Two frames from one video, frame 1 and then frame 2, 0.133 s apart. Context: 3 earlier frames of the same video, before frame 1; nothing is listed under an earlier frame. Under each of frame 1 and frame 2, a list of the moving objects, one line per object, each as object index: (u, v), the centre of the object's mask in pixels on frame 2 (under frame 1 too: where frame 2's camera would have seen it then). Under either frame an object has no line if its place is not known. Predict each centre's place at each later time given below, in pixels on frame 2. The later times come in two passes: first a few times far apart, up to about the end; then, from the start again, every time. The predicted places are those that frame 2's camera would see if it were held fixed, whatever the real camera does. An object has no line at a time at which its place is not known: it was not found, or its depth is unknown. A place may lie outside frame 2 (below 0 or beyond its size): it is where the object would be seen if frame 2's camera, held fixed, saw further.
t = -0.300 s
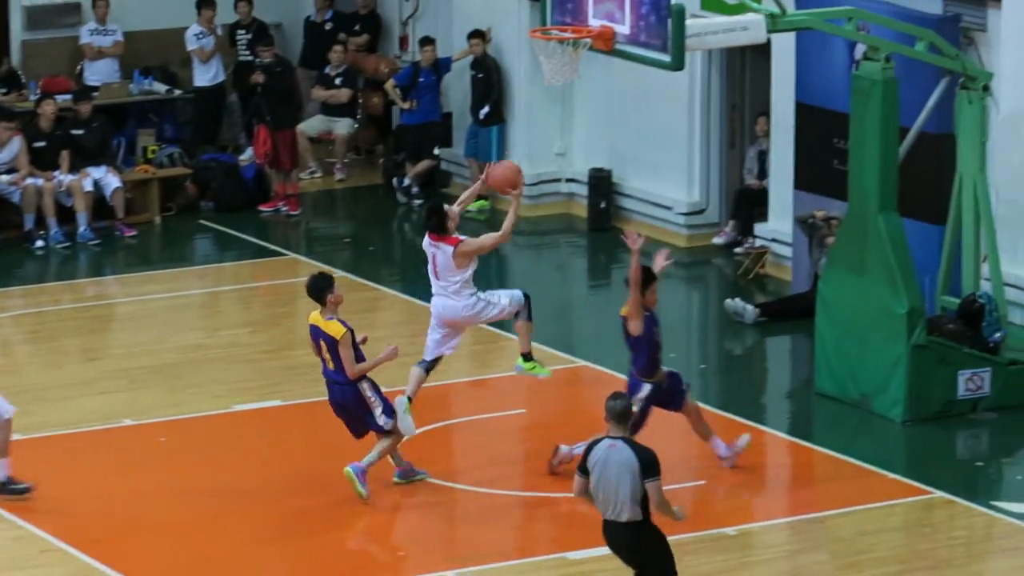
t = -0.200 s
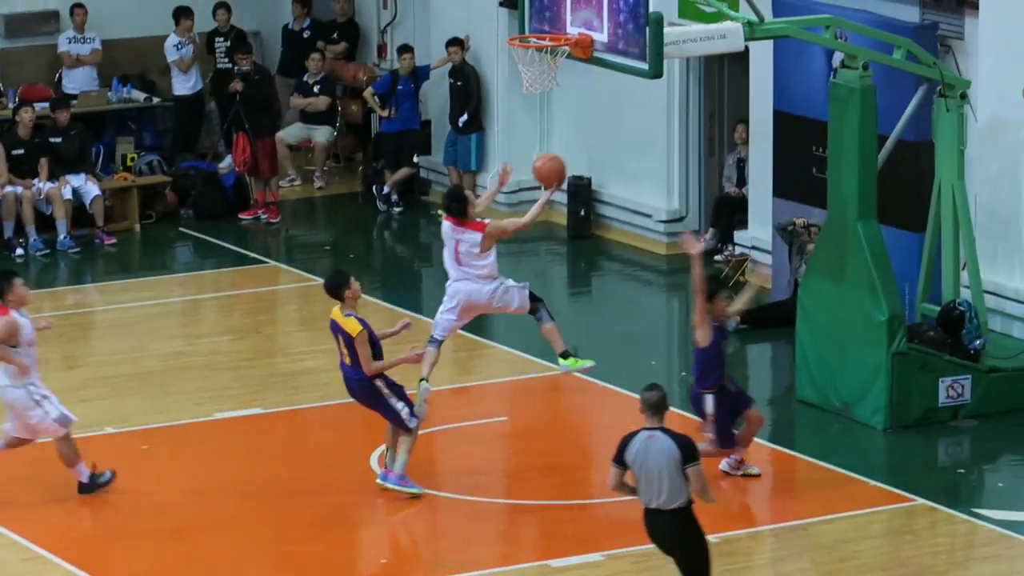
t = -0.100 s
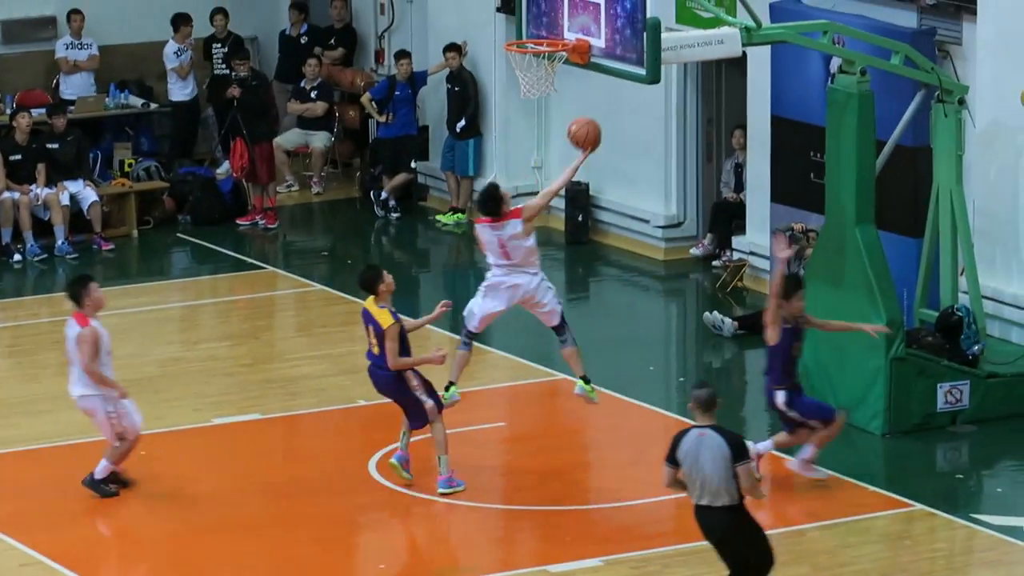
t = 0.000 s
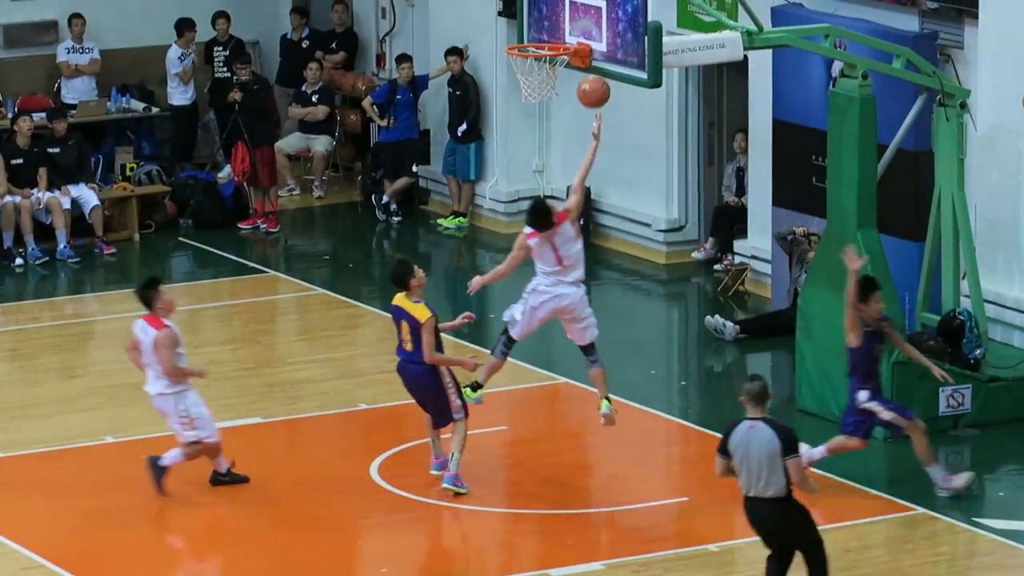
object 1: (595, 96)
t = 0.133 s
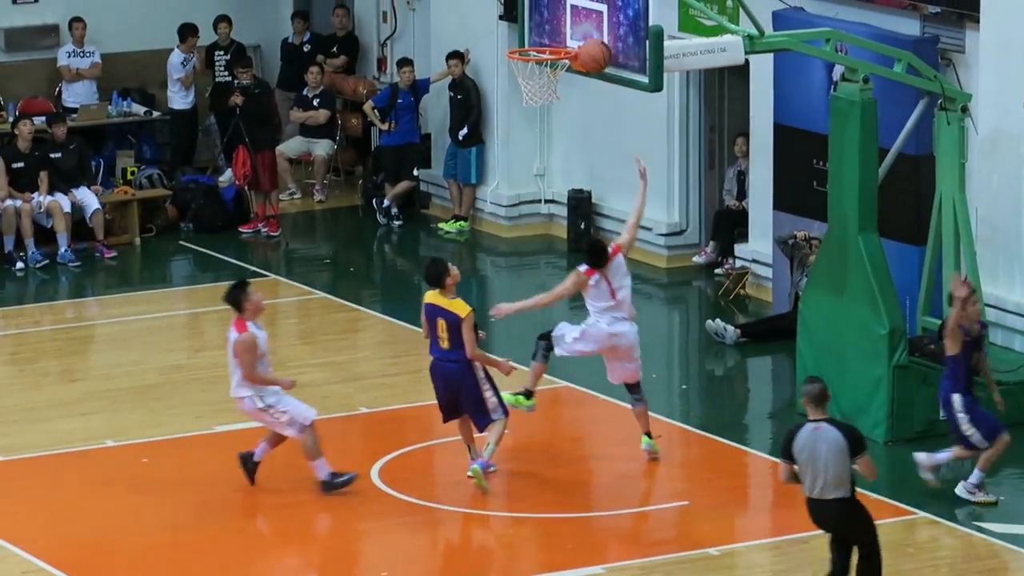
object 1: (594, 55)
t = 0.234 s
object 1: (592, 40)
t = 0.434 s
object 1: (572, 36)
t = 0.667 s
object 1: (559, 40)
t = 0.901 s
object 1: (538, 78)
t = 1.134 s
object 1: (528, 111)
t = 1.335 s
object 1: (526, 181)
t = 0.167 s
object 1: (595, 49)
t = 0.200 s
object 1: (595, 44)
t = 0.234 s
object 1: (592, 40)
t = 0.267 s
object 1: (586, 41)
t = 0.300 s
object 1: (581, 37)
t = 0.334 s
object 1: (576, 36)
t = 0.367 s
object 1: (575, 36)
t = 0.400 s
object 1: (573, 35)
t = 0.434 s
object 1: (572, 36)
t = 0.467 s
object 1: (571, 36)
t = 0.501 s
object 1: (569, 36)
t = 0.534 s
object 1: (568, 36)
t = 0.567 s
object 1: (566, 37)
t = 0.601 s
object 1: (565, 37)
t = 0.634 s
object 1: (562, 39)
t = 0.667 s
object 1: (559, 40)
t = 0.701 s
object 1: (556, 42)
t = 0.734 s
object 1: (553, 44)
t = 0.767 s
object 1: (550, 52)
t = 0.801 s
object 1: (547, 60)
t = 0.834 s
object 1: (544, 71)
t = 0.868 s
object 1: (542, 76)
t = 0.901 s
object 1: (538, 78)
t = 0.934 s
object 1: (538, 83)
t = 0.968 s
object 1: (533, 97)
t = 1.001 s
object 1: (532, 100)
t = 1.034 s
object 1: (530, 104)
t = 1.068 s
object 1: (530, 106)
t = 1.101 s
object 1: (528, 109)
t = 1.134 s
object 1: (528, 111)
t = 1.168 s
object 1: (527, 117)
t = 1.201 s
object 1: (527, 127)
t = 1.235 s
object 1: (527, 138)
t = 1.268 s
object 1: (527, 151)
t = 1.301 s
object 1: (527, 165)
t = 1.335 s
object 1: (526, 181)
